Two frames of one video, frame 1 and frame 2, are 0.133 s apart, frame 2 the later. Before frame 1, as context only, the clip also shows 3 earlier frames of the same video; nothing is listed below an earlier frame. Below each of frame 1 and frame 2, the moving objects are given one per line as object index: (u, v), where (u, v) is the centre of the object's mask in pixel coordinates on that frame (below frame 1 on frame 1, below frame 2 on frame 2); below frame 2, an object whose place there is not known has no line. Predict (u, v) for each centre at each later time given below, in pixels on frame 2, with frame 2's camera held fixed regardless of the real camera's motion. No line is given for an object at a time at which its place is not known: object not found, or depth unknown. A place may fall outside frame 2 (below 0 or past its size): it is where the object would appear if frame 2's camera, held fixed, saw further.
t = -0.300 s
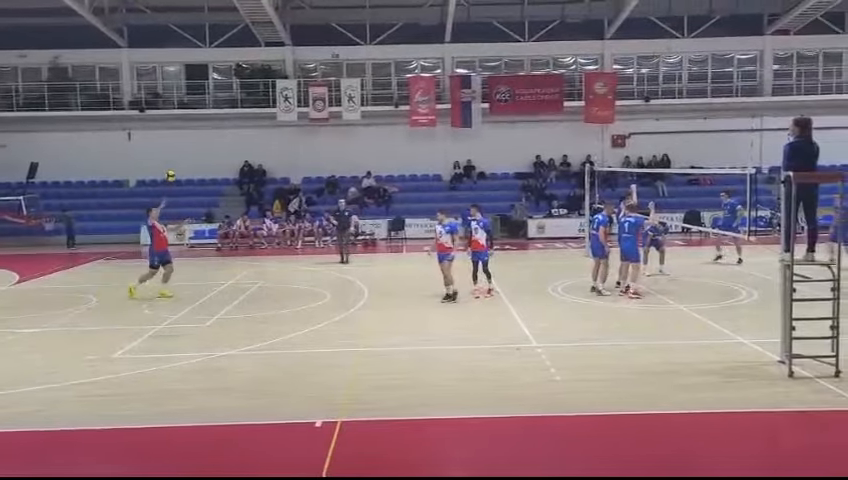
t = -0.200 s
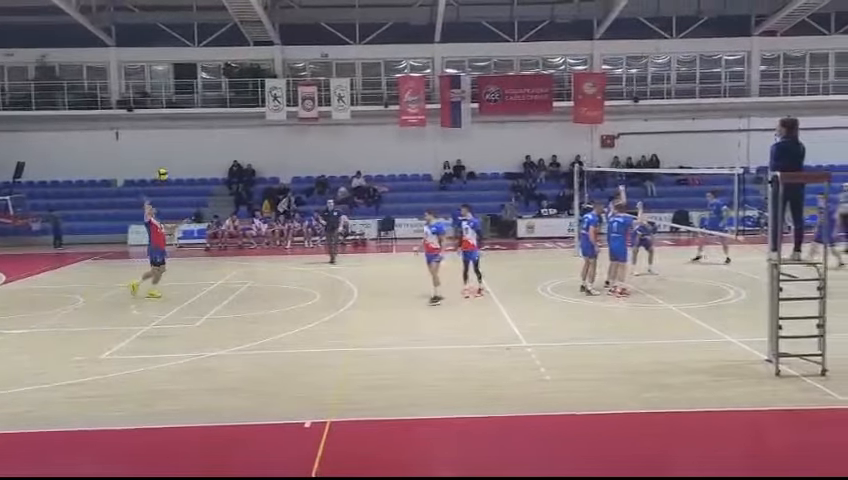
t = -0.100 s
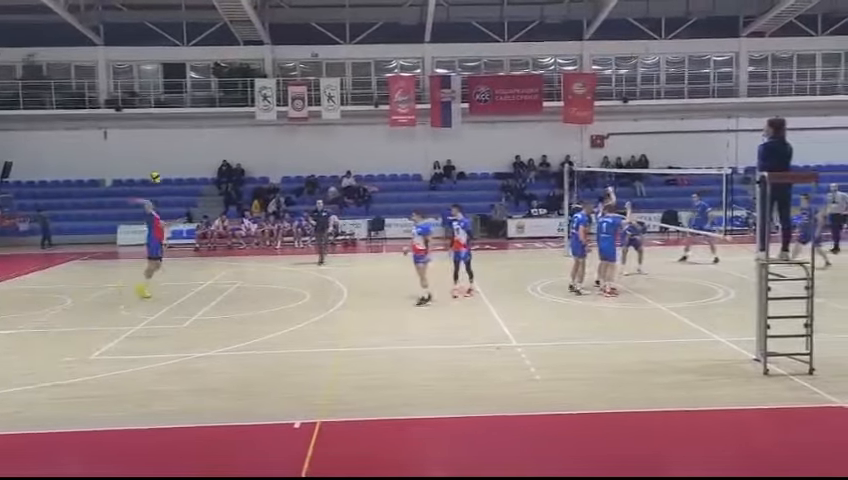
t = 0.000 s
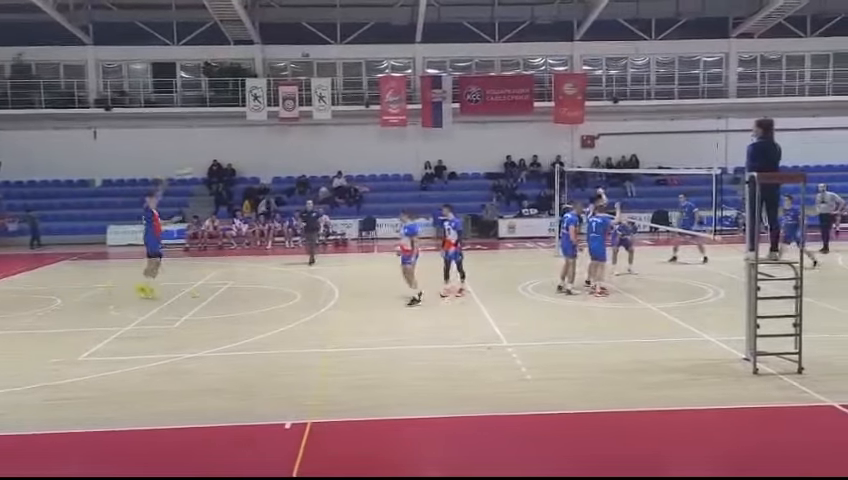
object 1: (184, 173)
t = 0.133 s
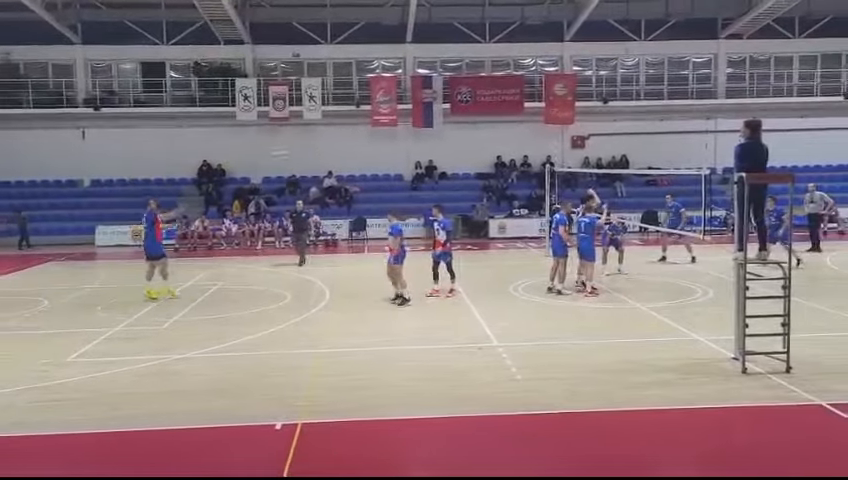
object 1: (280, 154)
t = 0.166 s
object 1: (305, 150)
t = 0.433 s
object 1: (488, 144)
